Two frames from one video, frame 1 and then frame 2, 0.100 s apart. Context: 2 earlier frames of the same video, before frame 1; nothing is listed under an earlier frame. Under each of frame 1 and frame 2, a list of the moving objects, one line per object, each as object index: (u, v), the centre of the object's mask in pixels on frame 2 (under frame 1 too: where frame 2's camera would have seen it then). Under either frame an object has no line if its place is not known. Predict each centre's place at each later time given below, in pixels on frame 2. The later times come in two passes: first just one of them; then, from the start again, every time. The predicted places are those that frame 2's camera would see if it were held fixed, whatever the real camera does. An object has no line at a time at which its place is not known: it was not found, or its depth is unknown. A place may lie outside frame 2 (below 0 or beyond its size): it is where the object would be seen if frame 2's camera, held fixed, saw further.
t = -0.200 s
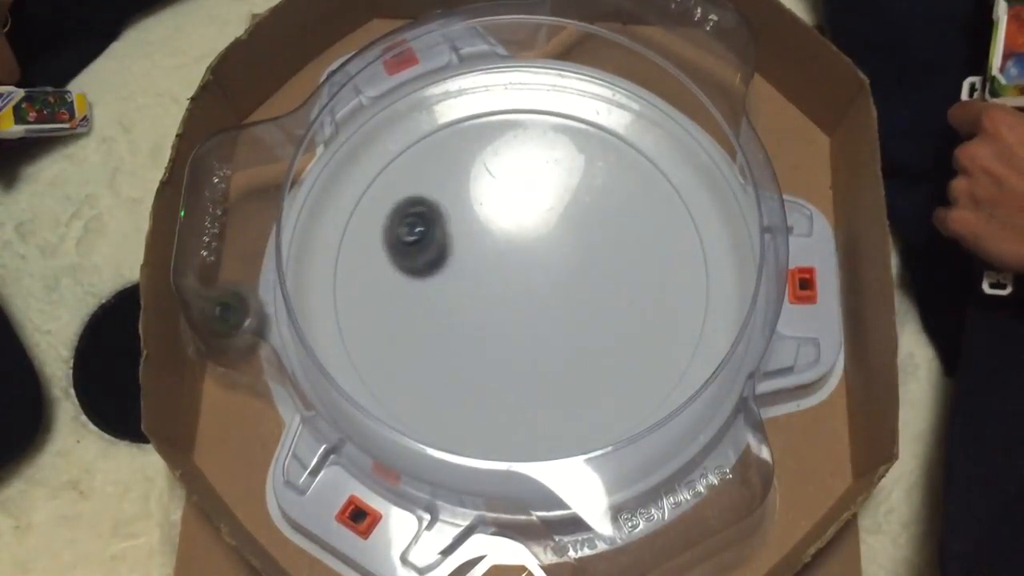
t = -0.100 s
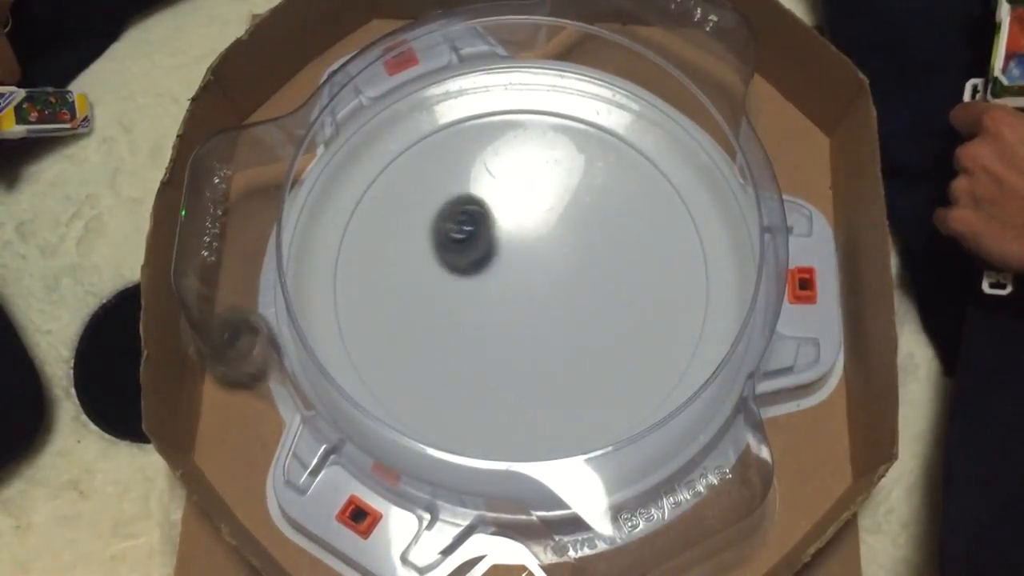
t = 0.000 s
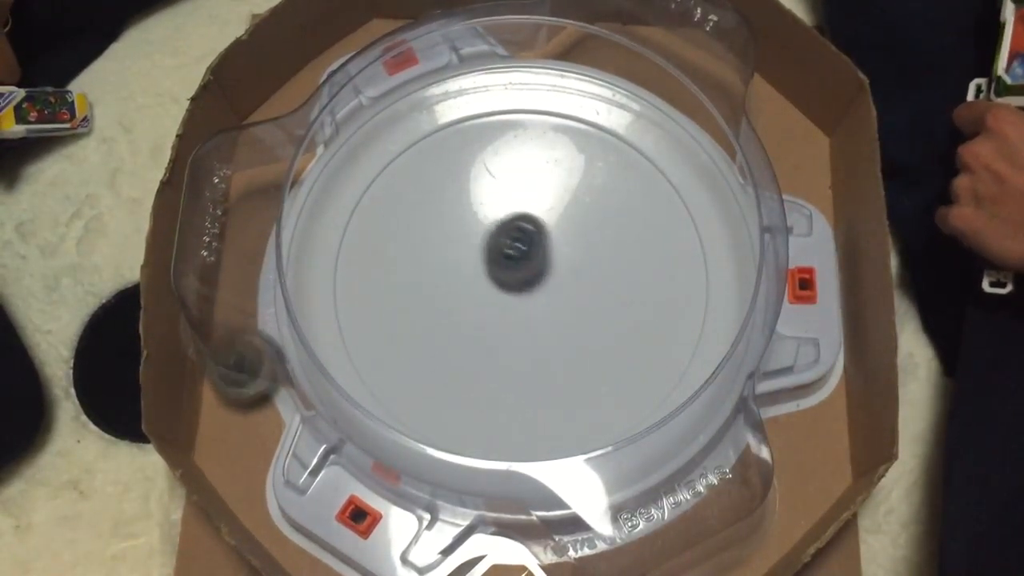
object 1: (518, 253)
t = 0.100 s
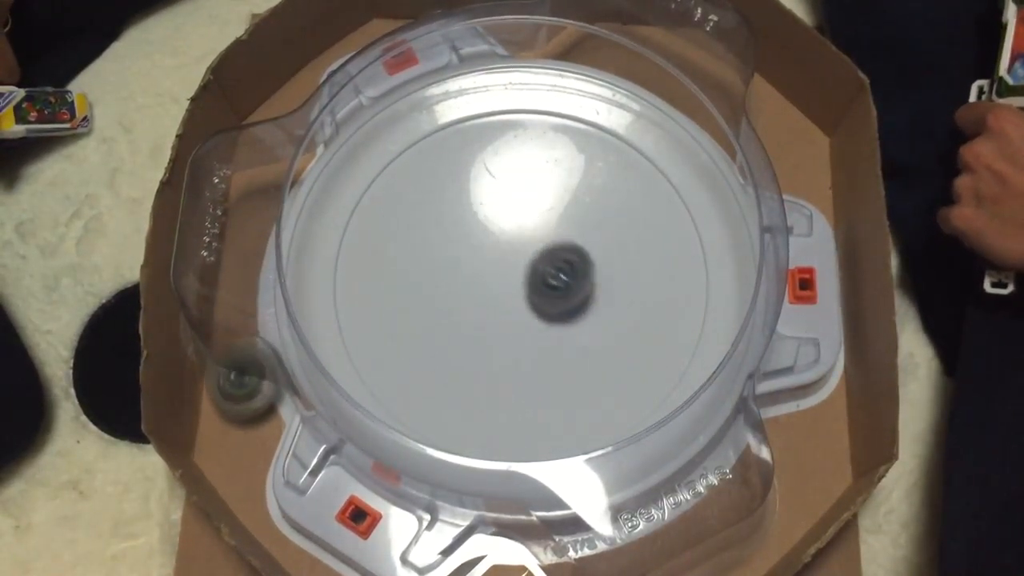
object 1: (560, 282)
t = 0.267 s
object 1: (578, 342)
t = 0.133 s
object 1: (570, 294)
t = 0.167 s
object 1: (576, 306)
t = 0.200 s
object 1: (580, 318)
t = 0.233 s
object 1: (580, 330)
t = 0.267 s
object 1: (578, 342)
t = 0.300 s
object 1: (573, 352)
